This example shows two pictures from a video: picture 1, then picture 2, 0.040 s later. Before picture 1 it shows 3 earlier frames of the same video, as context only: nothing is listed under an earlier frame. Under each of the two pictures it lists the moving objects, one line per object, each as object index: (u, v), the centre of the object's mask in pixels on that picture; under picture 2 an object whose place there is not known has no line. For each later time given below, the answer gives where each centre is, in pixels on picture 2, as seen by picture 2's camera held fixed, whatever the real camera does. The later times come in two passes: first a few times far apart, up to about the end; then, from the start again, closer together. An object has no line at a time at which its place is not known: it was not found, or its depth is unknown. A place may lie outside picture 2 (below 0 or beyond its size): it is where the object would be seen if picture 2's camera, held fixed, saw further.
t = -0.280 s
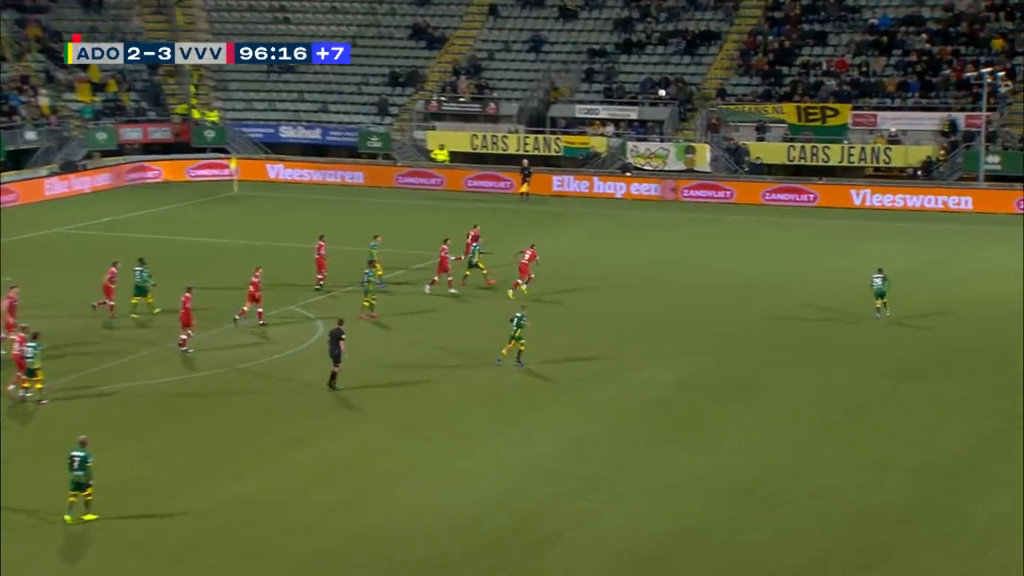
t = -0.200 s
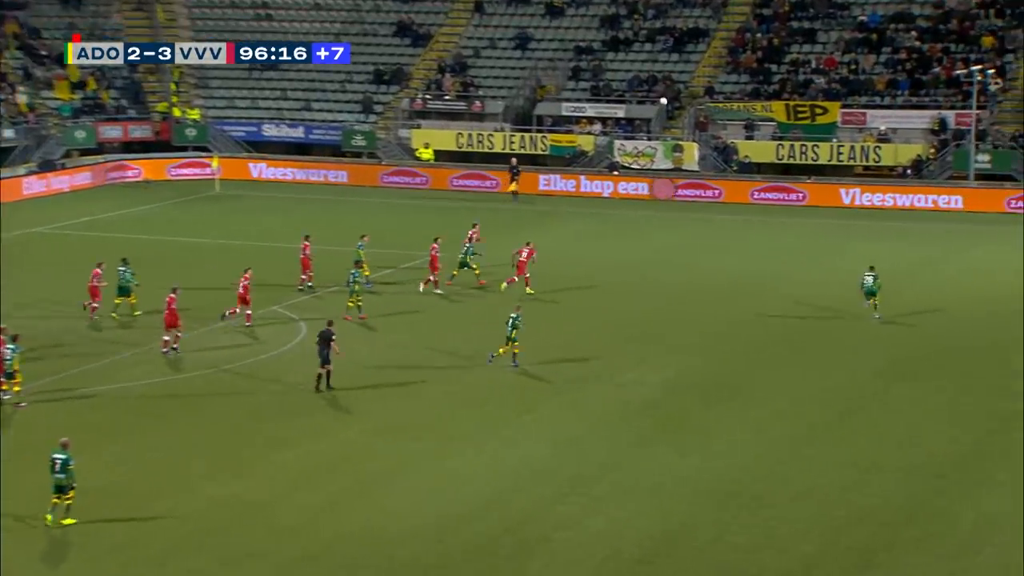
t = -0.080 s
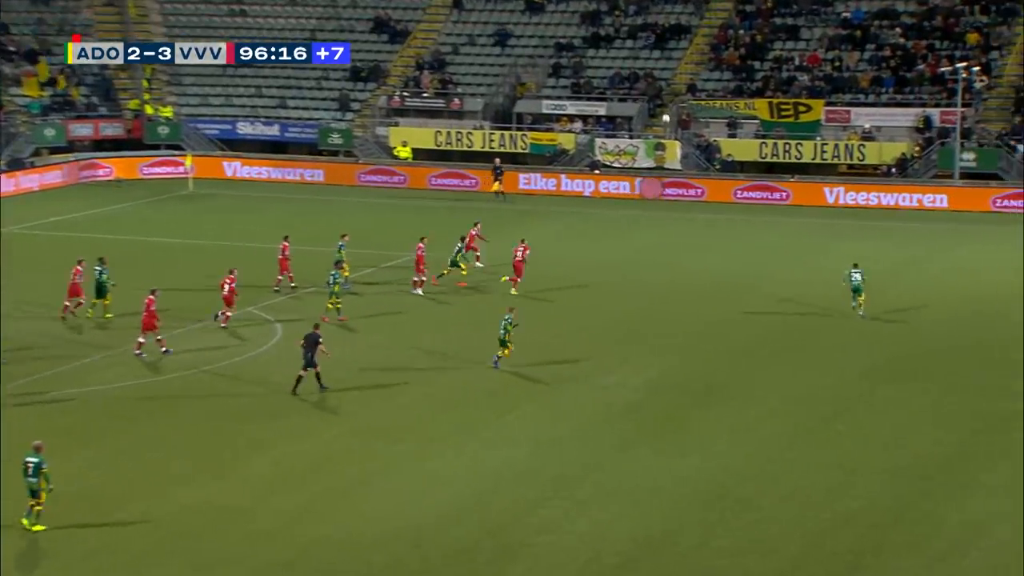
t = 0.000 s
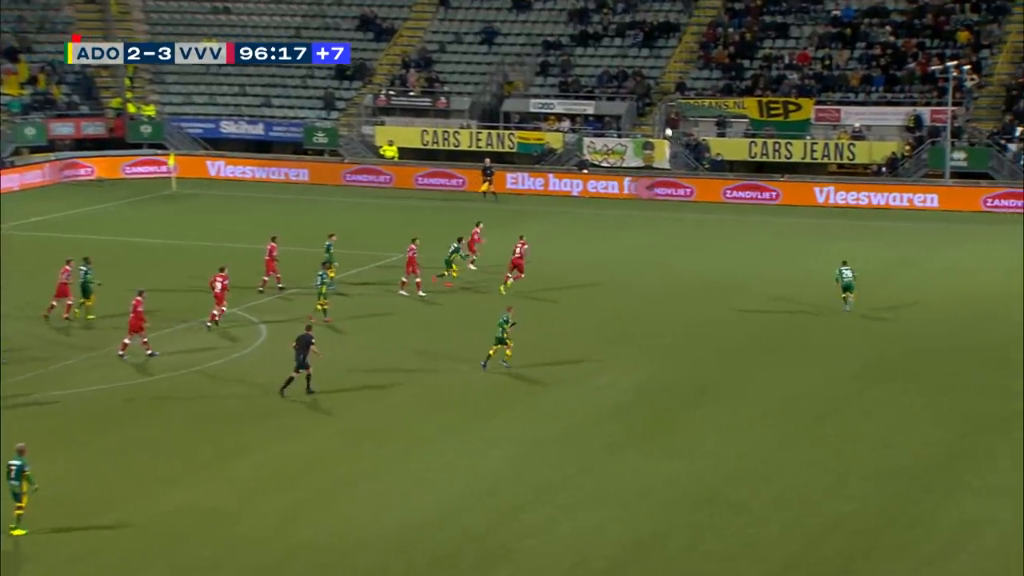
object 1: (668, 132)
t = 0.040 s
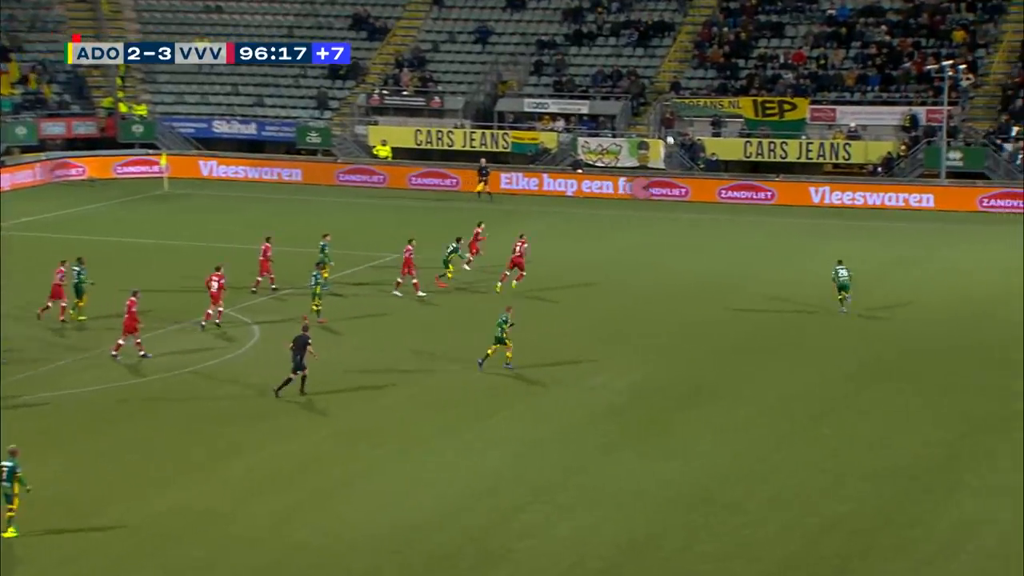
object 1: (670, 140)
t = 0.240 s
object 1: (703, 187)
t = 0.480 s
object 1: (743, 257)
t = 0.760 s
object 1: (769, 211)
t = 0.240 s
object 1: (703, 187)
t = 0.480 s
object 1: (743, 257)
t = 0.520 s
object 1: (747, 261)
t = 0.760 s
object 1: (769, 211)
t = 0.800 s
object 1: (773, 205)
